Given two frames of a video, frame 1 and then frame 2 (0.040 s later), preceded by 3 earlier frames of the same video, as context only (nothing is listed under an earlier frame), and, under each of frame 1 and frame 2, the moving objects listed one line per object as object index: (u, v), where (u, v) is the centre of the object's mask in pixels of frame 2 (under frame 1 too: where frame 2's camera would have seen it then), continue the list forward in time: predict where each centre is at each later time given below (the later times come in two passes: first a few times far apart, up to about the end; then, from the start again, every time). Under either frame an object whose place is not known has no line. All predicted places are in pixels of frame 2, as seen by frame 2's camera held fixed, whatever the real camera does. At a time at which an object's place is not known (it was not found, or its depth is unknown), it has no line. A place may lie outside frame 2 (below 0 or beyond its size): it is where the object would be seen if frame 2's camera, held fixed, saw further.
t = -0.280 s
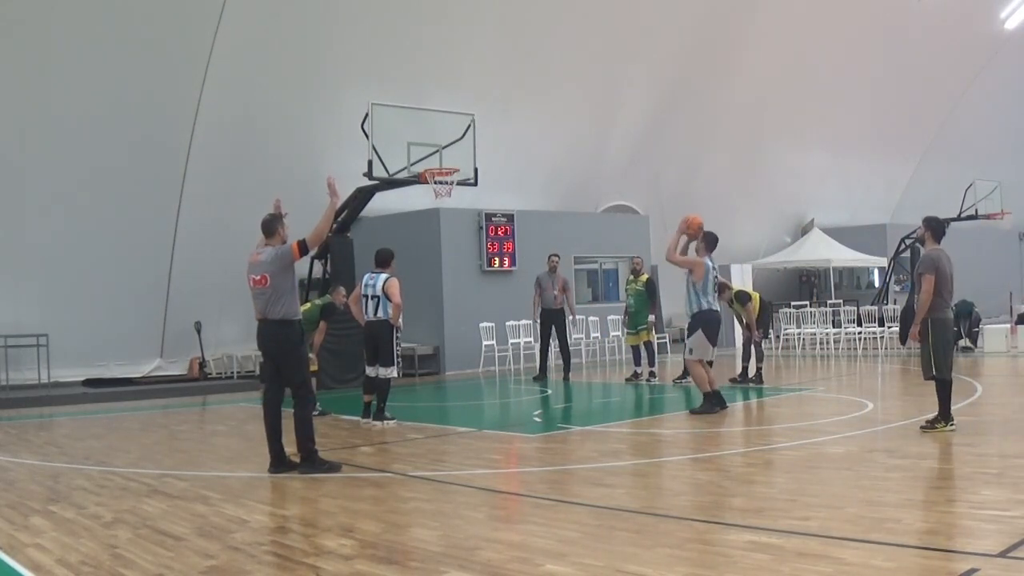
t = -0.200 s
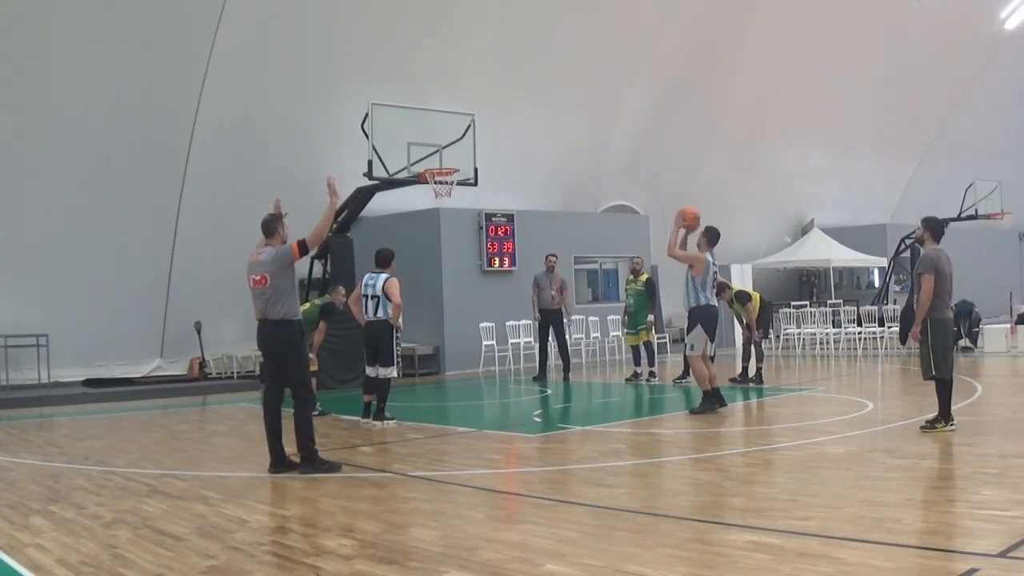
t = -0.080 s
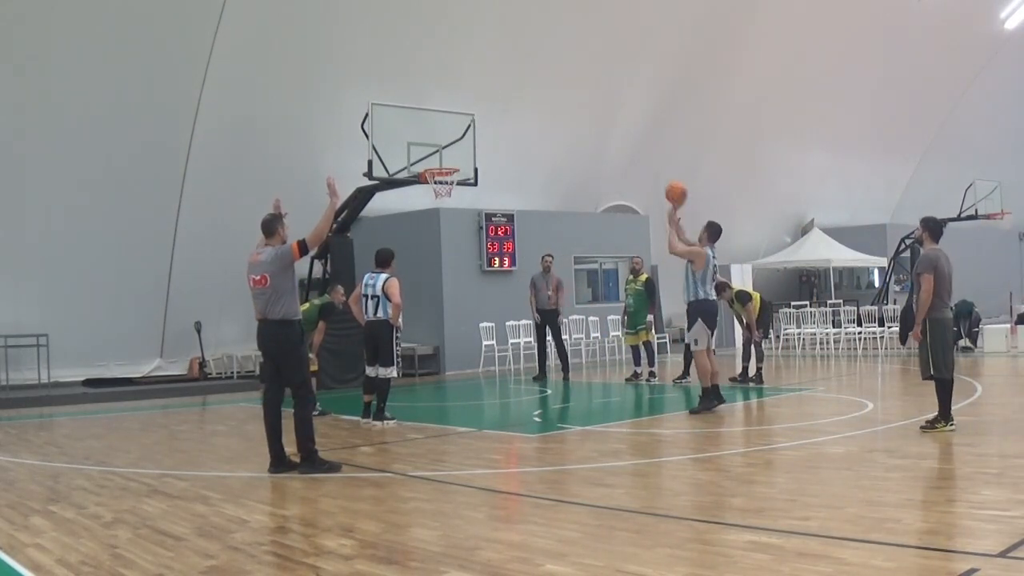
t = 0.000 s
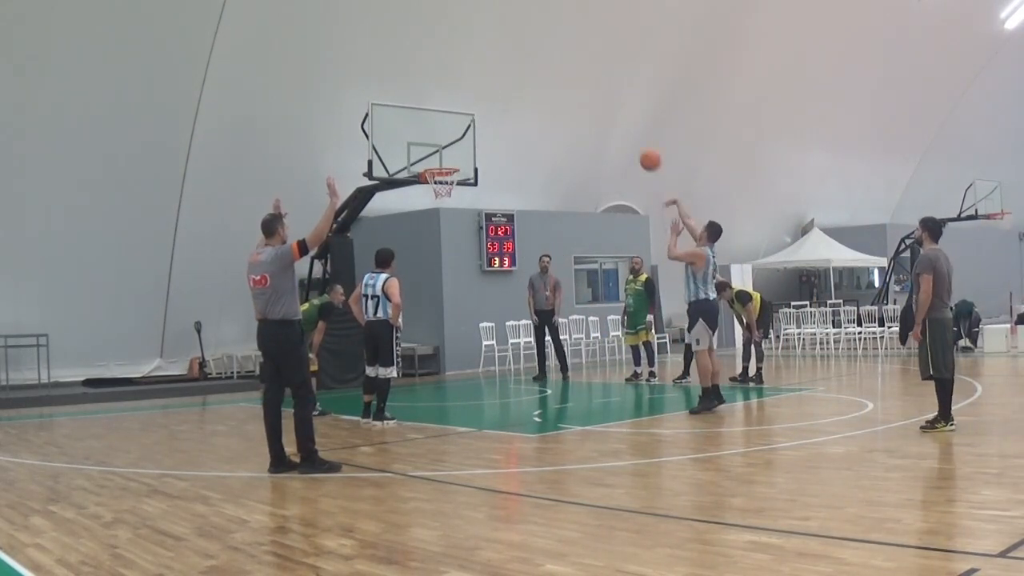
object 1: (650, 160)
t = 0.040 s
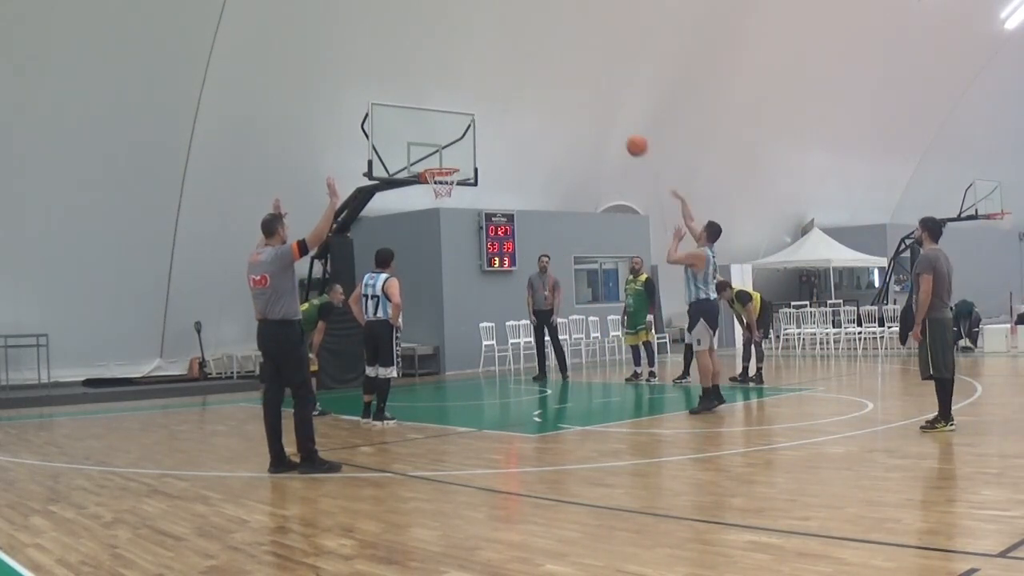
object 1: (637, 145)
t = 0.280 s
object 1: (563, 93)
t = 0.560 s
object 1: (492, 95)
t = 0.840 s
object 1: (433, 151)
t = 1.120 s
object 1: (404, 137)
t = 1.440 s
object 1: (409, 156)
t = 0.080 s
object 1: (623, 133)
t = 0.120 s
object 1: (610, 122)
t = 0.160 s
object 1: (598, 113)
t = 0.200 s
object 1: (586, 105)
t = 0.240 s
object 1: (575, 98)
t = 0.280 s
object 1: (563, 93)
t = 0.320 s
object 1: (552, 89)
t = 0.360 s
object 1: (541, 87)
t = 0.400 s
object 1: (531, 86)
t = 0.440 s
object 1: (521, 86)
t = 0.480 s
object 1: (512, 88)
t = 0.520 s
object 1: (502, 91)
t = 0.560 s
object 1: (492, 95)
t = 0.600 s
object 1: (483, 99)
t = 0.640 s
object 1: (474, 105)
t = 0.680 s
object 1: (466, 112)
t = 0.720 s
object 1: (457, 121)
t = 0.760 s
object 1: (449, 130)
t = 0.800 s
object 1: (441, 139)
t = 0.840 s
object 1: (433, 151)
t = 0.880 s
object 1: (426, 161)
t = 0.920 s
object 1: (421, 154)
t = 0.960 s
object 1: (416, 149)
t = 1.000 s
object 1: (410, 145)
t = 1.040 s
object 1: (405, 143)
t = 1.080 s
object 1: (404, 139)
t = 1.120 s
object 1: (404, 137)
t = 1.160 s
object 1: (404, 135)
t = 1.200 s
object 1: (405, 134)
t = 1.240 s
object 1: (406, 135)
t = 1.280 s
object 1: (406, 137)
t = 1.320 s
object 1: (407, 139)
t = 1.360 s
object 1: (407, 144)
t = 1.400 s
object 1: (408, 149)
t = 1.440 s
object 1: (409, 156)
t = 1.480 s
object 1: (410, 164)
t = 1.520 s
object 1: (411, 172)
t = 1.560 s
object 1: (412, 183)
